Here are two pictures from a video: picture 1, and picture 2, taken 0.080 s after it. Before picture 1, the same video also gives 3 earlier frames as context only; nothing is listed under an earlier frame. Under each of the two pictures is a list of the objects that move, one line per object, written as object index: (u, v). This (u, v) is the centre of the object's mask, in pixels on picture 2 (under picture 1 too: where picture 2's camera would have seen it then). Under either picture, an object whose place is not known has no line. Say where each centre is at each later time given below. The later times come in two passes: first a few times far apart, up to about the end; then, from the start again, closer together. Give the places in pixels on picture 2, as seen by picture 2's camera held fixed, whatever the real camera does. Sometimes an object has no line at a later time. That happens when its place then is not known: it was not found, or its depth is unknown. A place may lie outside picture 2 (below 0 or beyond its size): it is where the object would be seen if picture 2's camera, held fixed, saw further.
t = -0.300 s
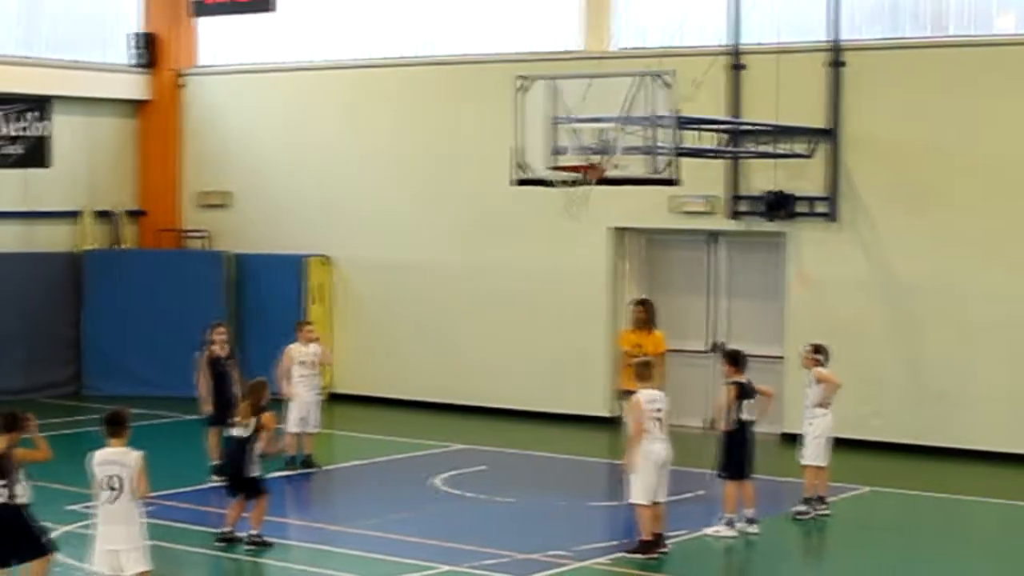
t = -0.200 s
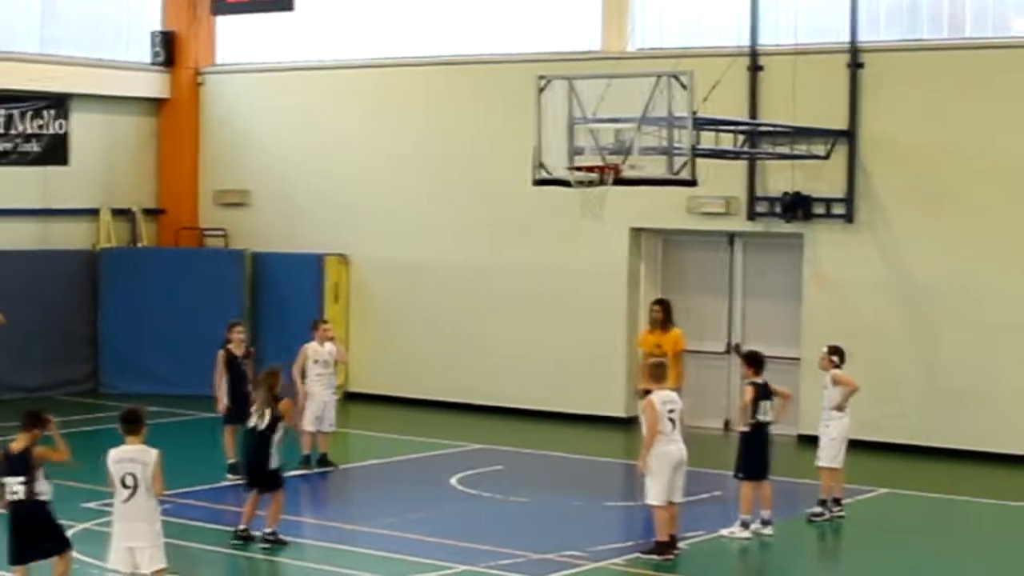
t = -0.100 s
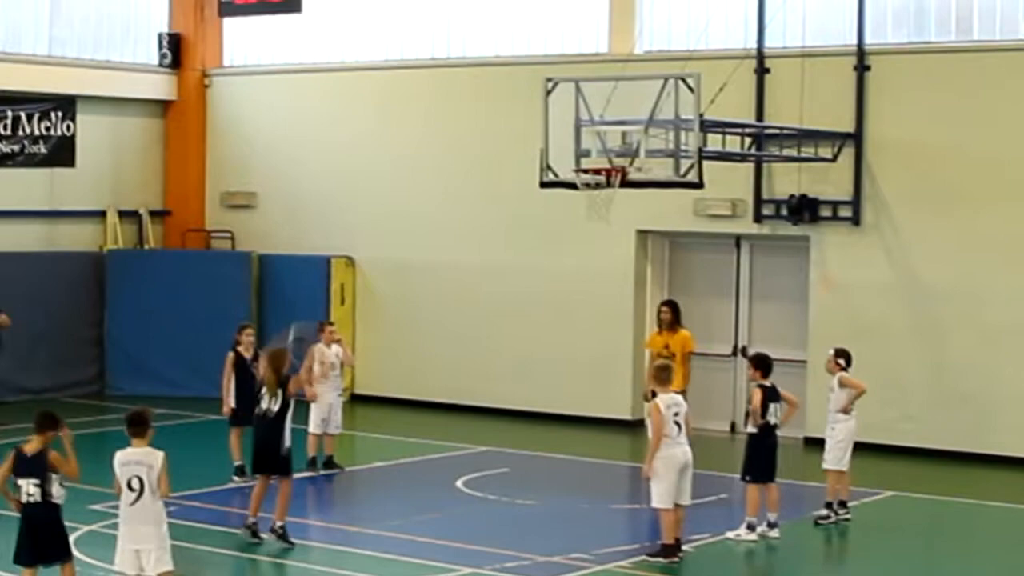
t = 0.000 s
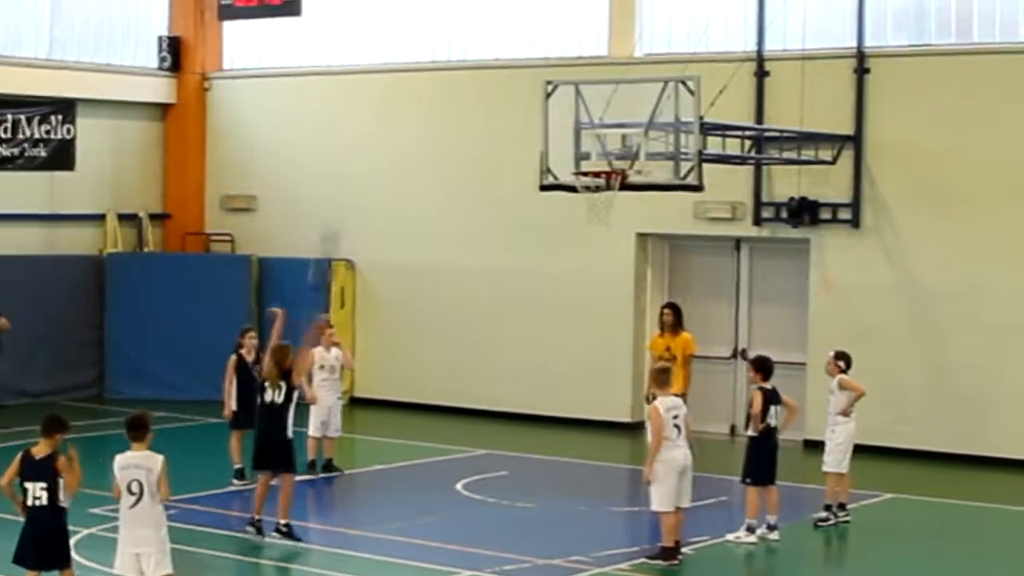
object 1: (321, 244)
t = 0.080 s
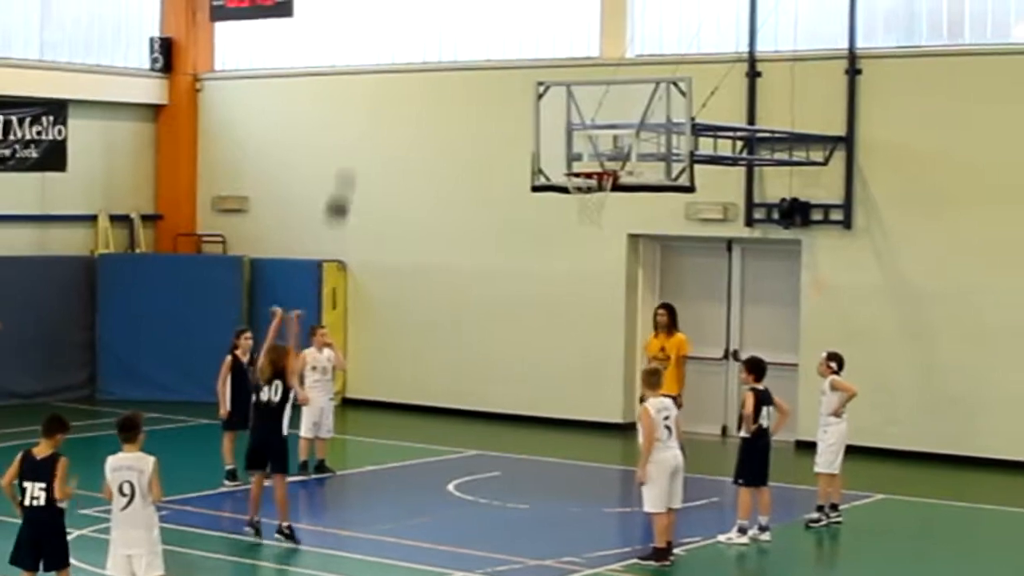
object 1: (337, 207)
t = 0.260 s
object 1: (385, 93)
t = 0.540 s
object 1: (449, 14)
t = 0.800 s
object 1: (502, 19)
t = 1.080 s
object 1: (552, 100)
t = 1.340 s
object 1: (596, 158)
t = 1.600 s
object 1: (581, 166)
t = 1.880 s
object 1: (587, 151)
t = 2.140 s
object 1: (588, 185)
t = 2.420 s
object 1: (591, 255)
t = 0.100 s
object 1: (347, 179)
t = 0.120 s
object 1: (350, 169)
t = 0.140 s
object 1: (357, 154)
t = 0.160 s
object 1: (360, 146)
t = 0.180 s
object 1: (365, 135)
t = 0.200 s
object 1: (369, 125)
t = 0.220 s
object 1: (375, 112)
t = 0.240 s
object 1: (379, 104)
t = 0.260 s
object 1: (385, 93)
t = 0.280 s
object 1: (388, 87)
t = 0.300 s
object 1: (394, 77)
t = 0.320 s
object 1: (399, 67)
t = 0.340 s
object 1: (404, 59)
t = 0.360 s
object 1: (408, 55)
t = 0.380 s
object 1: (414, 47)
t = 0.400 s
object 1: (418, 42)
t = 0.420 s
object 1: (423, 36)
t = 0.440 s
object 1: (426, 32)
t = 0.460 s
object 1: (432, 28)
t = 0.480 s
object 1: (435, 23)
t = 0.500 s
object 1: (441, 20)
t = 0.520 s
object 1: (444, 17)
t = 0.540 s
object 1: (449, 14)
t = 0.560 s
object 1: (452, 12)
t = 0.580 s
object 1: (457, 10)
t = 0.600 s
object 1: (461, 9)
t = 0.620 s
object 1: (465, 8)
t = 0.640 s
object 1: (469, 7)
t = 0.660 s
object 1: (474, 7)
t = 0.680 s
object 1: (478, 8)
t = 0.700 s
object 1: (482, 9)
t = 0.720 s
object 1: (486, 10)
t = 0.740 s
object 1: (490, 12)
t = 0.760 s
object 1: (493, 14)
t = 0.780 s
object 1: (498, 17)
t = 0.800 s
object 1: (502, 19)
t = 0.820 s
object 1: (506, 23)
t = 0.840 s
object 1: (509, 26)
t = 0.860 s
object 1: (514, 30)
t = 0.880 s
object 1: (517, 35)
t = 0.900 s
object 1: (521, 41)
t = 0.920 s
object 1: (525, 46)
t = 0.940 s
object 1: (529, 52)
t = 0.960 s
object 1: (531, 58)
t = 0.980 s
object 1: (535, 64)
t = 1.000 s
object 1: (537, 71)
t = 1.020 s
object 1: (542, 80)
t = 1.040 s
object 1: (545, 86)
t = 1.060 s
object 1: (551, 100)
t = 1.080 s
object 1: (552, 100)
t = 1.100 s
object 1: (556, 109)
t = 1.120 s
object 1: (559, 118)
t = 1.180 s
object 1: (573, 161)
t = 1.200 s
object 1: (574, 161)
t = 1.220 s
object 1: (577, 162)
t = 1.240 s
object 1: (578, 161)
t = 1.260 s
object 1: (584, 158)
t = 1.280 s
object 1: (586, 158)
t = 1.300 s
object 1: (591, 158)
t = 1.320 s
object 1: (592, 158)
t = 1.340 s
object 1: (596, 158)
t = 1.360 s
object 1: (599, 157)
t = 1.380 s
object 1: (600, 158)
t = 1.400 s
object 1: (600, 159)
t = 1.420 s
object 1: (597, 159)
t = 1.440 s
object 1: (596, 159)
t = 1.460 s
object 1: (593, 159)
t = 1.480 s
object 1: (592, 160)
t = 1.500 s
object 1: (589, 162)
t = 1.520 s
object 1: (587, 162)
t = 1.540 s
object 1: (583, 164)
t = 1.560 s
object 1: (582, 166)
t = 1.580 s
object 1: (581, 166)
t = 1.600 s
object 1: (581, 166)
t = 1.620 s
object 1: (581, 164)
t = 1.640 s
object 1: (582, 163)
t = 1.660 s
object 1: (582, 162)
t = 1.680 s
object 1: (583, 163)
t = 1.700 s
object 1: (583, 162)
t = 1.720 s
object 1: (583, 162)
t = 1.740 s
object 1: (585, 161)
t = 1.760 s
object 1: (584, 160)
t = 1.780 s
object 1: (585, 157)
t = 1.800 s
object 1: (586, 154)
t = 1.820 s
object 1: (586, 152)
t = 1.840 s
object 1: (586, 152)
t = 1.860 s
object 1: (587, 151)
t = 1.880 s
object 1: (587, 151)
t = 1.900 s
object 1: (587, 151)
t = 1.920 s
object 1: (588, 151)
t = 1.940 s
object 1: (588, 152)
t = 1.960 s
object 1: (588, 153)
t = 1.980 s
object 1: (589, 155)
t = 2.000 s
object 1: (589, 157)
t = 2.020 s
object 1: (588, 159)
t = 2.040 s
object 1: (587, 161)
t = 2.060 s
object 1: (587, 163)
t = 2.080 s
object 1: (587, 166)
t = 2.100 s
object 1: (587, 165)
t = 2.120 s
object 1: (589, 180)
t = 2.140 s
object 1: (588, 185)
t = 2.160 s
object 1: (587, 189)
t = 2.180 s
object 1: (592, 196)
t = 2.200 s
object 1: (592, 196)
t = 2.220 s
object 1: (592, 208)
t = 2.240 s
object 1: (593, 210)
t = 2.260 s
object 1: (593, 214)
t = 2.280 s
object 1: (593, 218)
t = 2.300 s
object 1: (592, 225)
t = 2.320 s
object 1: (592, 227)
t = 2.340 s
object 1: (592, 233)
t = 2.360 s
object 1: (592, 238)
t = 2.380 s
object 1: (592, 244)
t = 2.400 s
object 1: (591, 249)
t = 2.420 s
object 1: (591, 255)
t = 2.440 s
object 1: (591, 261)
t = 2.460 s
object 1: (590, 271)
